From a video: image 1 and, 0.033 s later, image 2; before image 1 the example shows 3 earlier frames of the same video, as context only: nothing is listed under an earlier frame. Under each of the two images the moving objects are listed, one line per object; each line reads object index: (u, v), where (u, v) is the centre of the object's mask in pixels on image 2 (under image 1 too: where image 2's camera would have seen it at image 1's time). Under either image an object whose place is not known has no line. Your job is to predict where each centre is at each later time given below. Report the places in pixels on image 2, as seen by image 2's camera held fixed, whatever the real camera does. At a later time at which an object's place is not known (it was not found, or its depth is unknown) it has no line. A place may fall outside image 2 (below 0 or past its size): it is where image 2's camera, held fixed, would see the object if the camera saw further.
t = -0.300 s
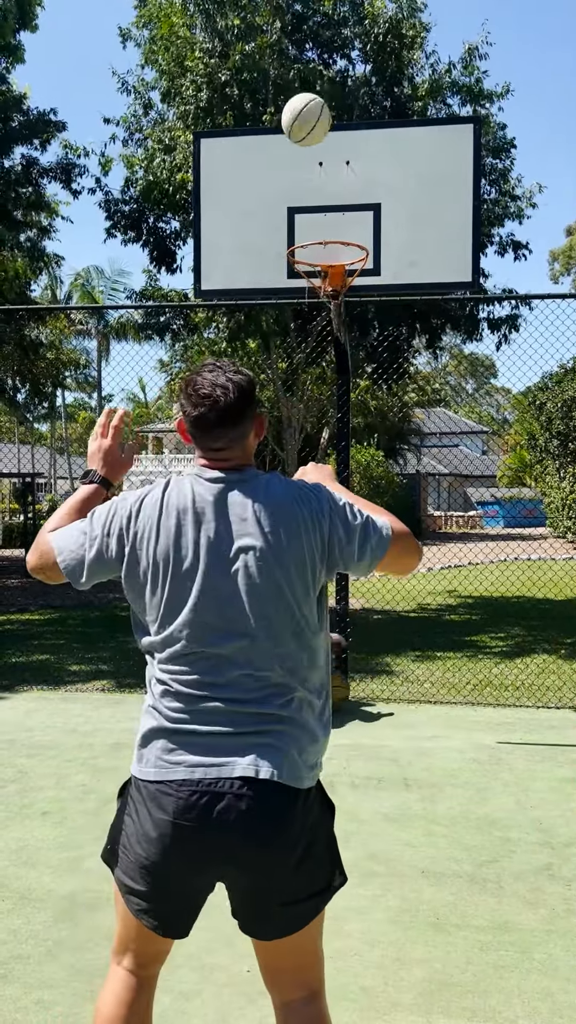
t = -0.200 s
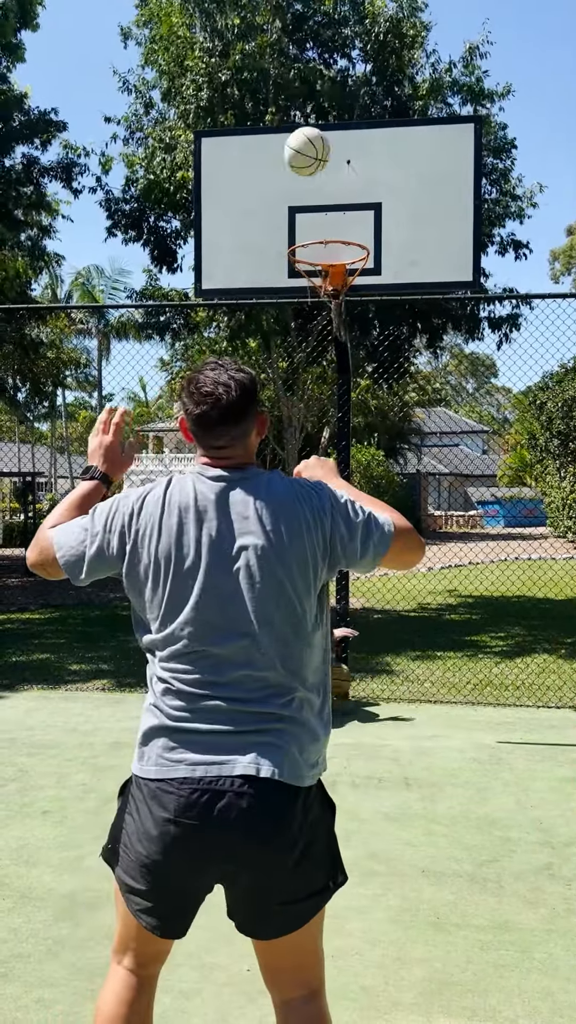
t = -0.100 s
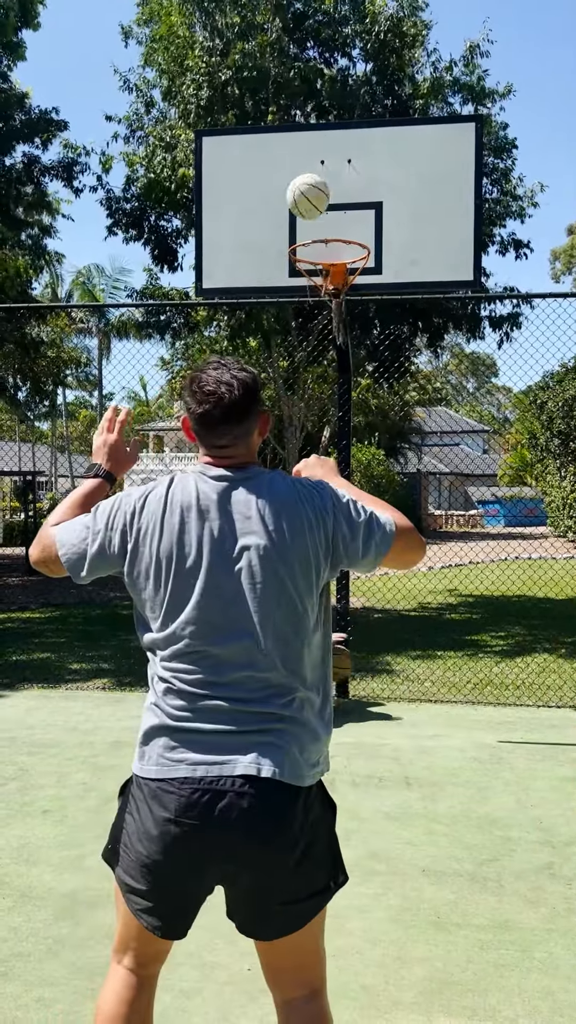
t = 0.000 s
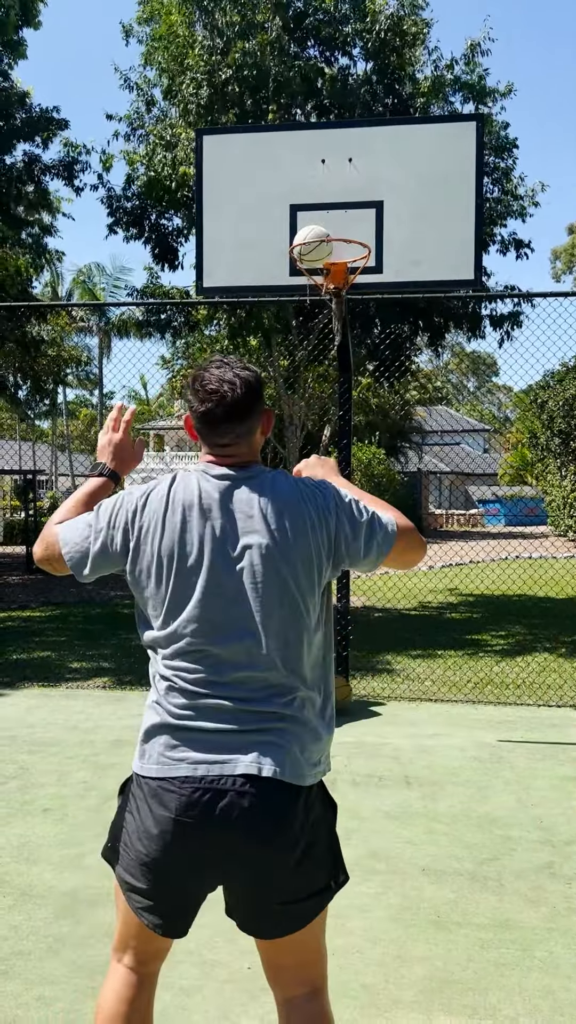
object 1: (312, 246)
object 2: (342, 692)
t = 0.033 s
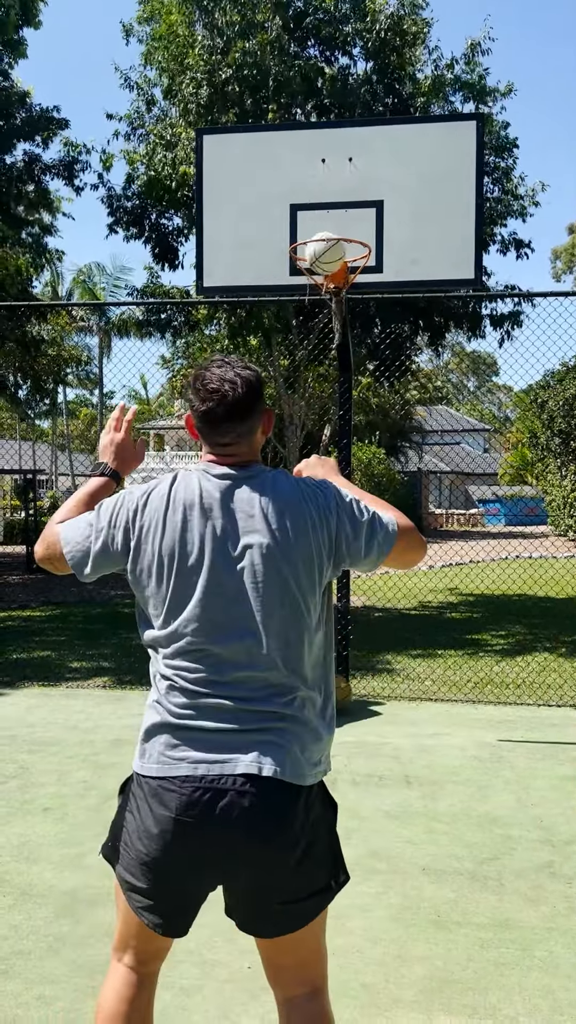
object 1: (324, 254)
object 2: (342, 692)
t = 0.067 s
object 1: (337, 262)
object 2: (342, 680)
